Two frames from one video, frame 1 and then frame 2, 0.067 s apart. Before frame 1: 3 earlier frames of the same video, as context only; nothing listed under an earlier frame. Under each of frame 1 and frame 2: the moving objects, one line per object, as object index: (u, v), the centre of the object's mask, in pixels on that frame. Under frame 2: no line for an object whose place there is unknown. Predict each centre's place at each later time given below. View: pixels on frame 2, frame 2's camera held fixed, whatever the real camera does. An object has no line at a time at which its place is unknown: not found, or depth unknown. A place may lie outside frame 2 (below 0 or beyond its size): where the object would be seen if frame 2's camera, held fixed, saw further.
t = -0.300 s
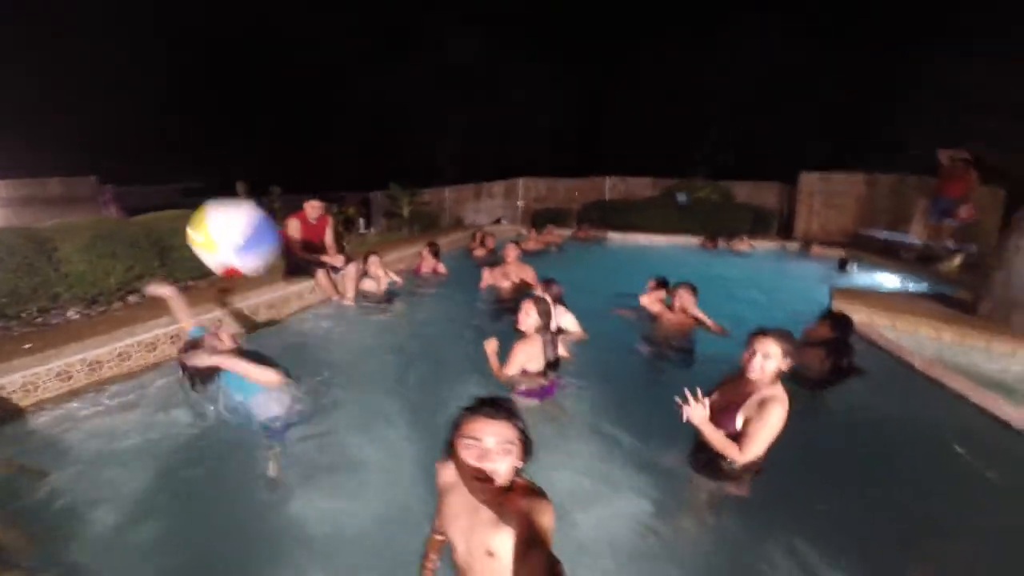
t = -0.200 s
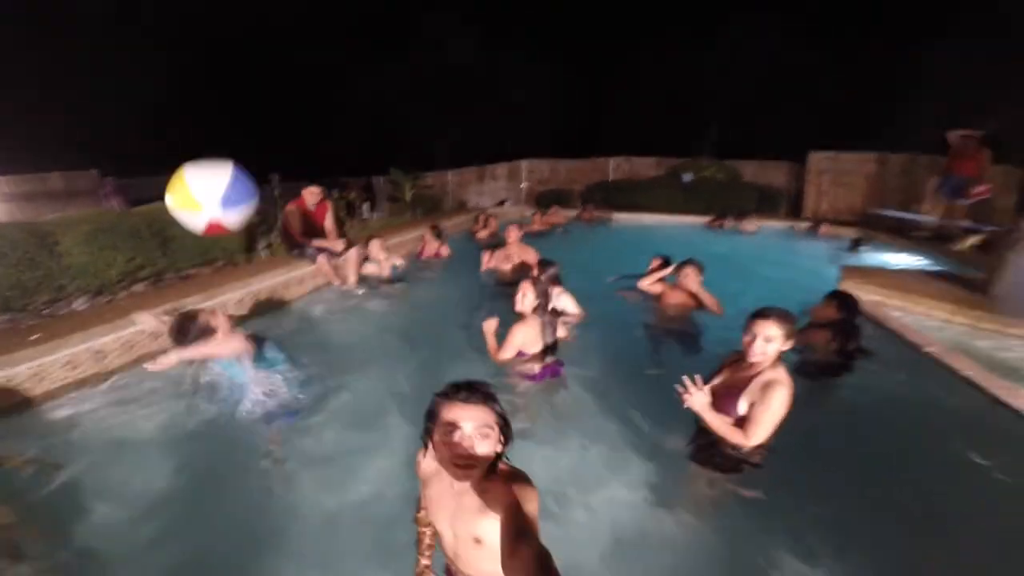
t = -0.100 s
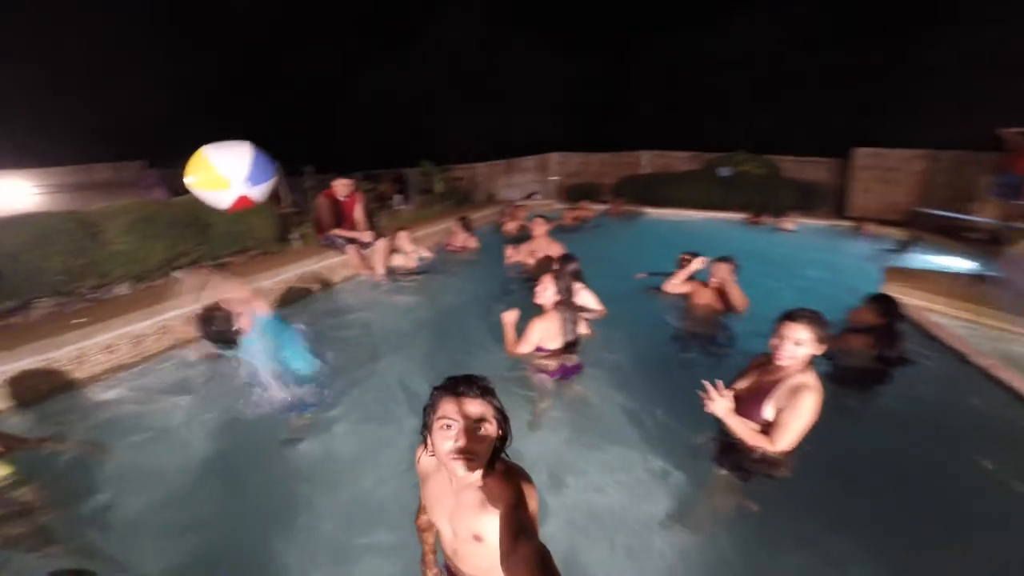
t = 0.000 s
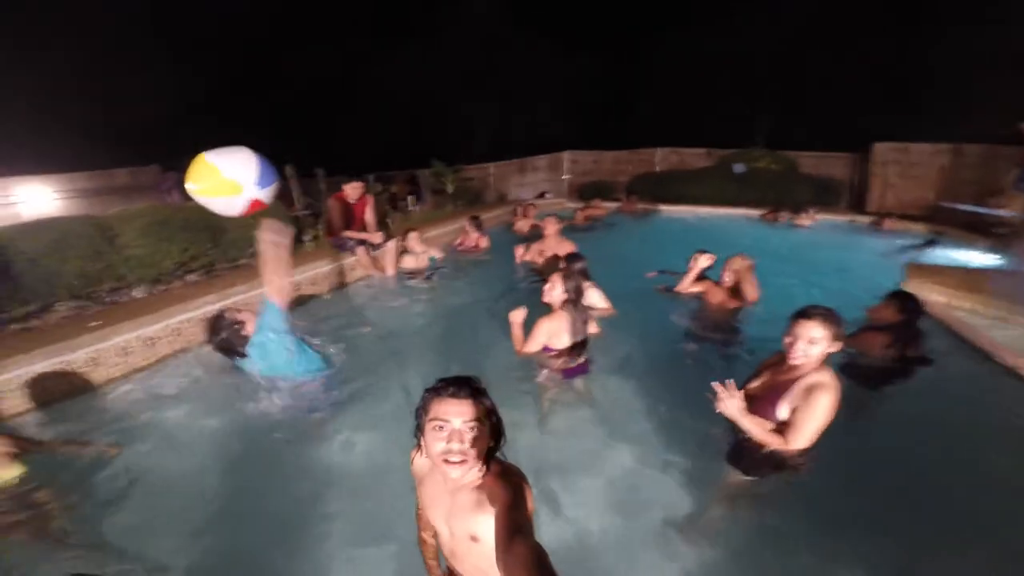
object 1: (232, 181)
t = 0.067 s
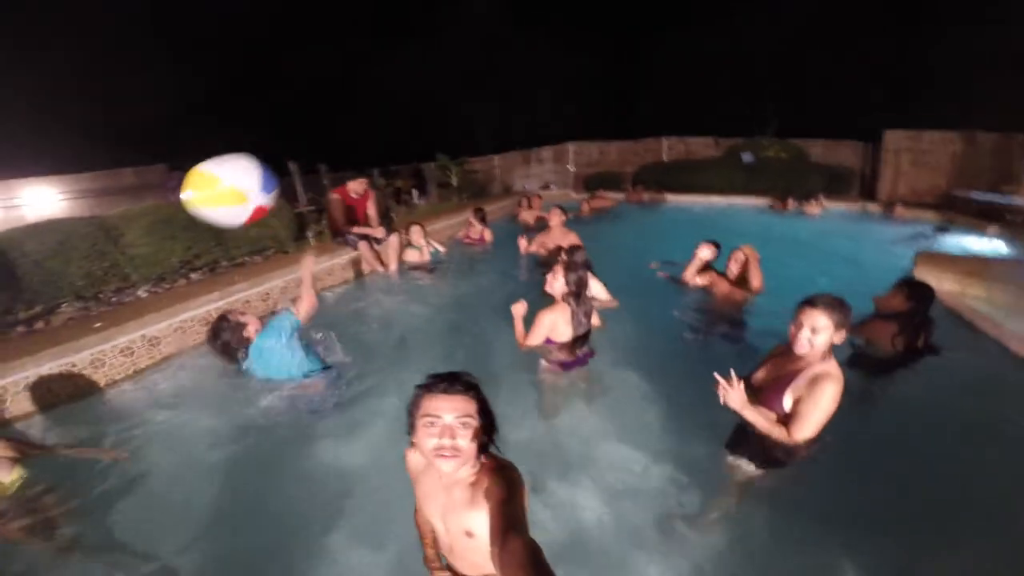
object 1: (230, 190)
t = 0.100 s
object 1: (228, 198)
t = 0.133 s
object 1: (228, 208)
